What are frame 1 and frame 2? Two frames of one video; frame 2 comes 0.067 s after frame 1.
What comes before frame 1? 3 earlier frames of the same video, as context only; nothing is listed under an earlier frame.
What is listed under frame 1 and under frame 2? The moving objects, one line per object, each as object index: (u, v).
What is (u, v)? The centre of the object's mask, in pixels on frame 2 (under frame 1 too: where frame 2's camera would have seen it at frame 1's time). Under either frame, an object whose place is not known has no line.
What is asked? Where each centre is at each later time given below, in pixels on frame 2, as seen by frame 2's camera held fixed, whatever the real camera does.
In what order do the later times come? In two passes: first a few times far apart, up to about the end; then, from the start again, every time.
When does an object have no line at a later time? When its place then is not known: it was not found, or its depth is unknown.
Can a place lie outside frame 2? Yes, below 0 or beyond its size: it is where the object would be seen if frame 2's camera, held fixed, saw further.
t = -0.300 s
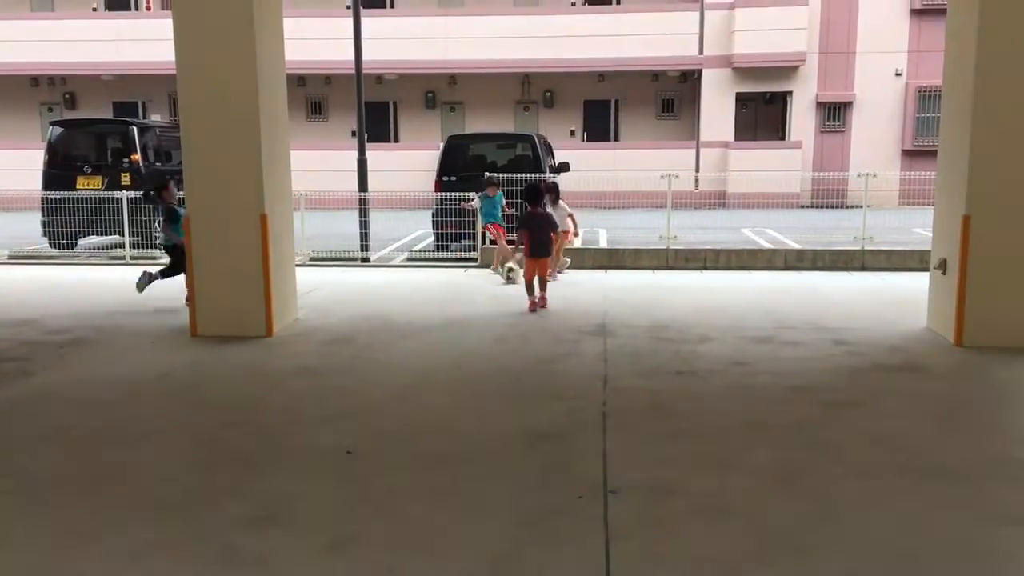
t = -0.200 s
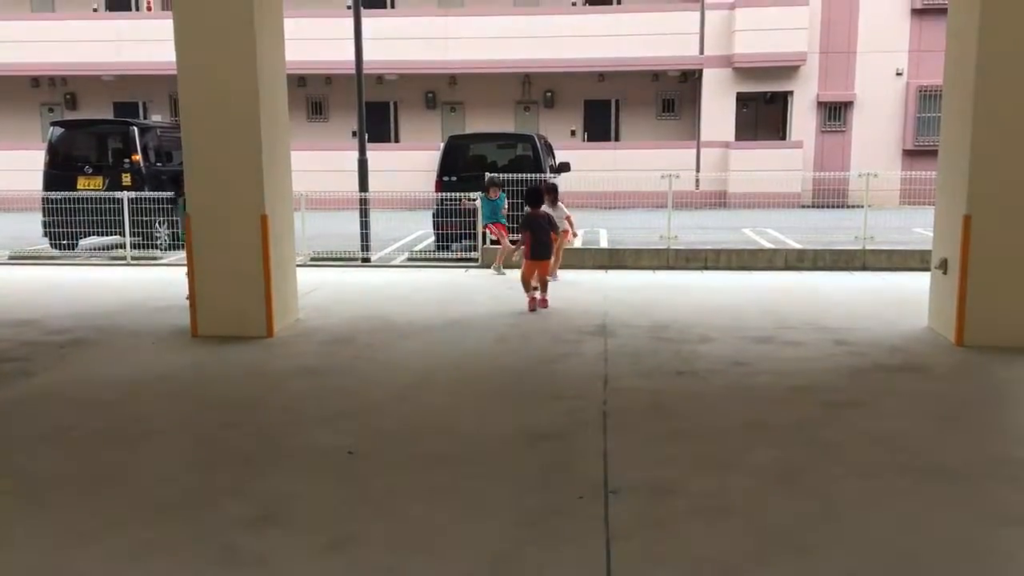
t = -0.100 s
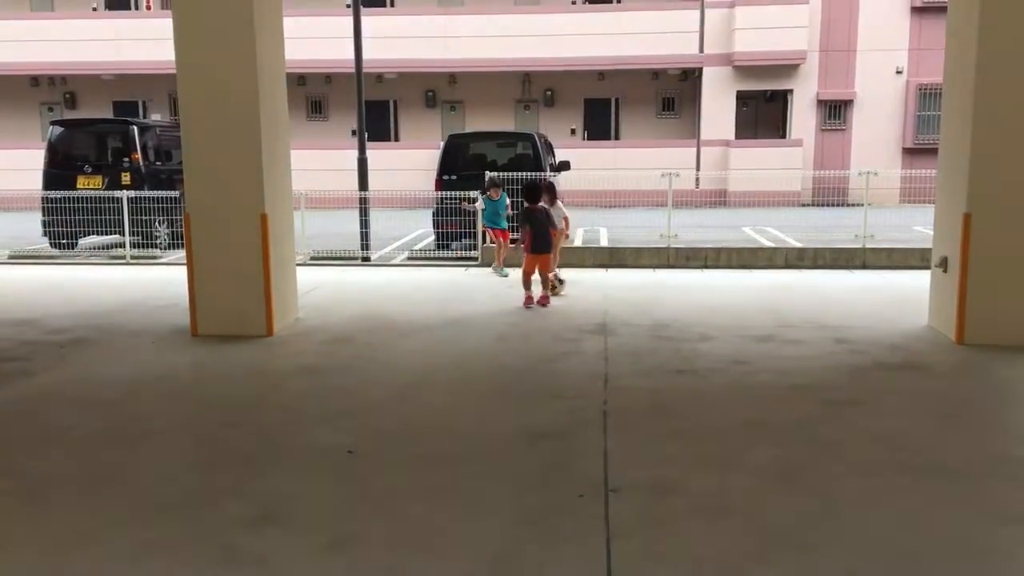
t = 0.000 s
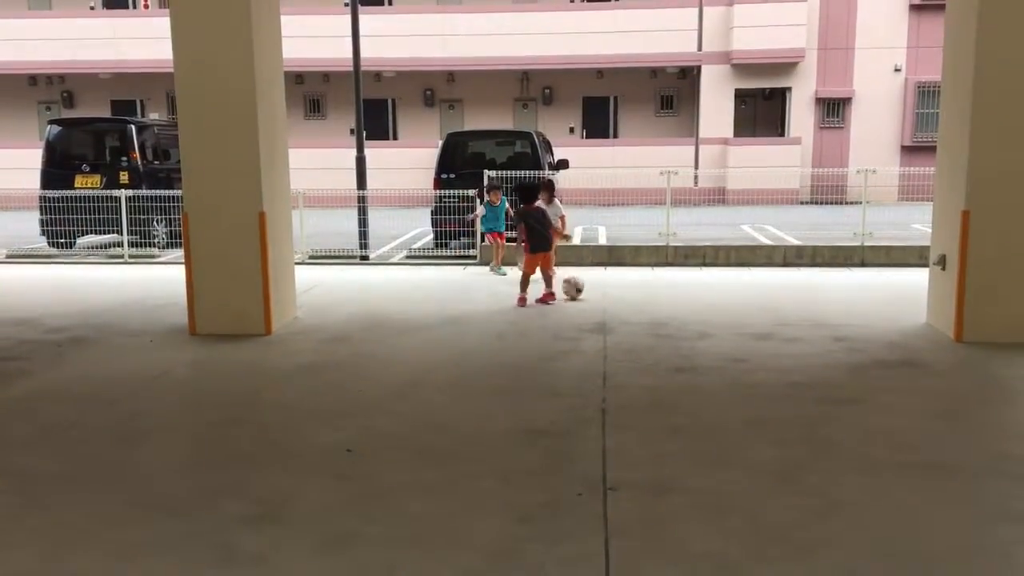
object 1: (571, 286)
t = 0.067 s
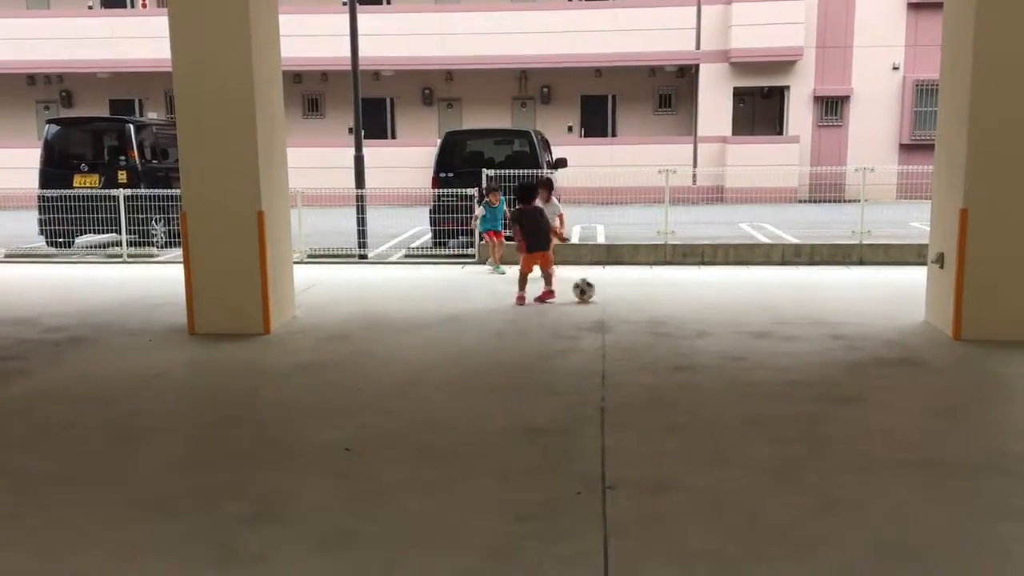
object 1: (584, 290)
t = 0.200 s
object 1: (611, 297)
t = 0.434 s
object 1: (665, 312)
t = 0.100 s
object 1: (590, 291)
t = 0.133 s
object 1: (597, 294)
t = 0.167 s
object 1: (604, 296)
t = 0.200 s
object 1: (611, 297)
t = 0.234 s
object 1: (618, 299)
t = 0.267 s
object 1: (625, 303)
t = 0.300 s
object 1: (633, 304)
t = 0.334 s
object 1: (641, 306)
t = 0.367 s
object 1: (648, 309)
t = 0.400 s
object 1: (656, 311)
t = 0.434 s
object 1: (665, 312)
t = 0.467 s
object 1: (673, 315)
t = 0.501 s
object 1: (681, 319)
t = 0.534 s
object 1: (690, 320)
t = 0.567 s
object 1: (698, 322)
